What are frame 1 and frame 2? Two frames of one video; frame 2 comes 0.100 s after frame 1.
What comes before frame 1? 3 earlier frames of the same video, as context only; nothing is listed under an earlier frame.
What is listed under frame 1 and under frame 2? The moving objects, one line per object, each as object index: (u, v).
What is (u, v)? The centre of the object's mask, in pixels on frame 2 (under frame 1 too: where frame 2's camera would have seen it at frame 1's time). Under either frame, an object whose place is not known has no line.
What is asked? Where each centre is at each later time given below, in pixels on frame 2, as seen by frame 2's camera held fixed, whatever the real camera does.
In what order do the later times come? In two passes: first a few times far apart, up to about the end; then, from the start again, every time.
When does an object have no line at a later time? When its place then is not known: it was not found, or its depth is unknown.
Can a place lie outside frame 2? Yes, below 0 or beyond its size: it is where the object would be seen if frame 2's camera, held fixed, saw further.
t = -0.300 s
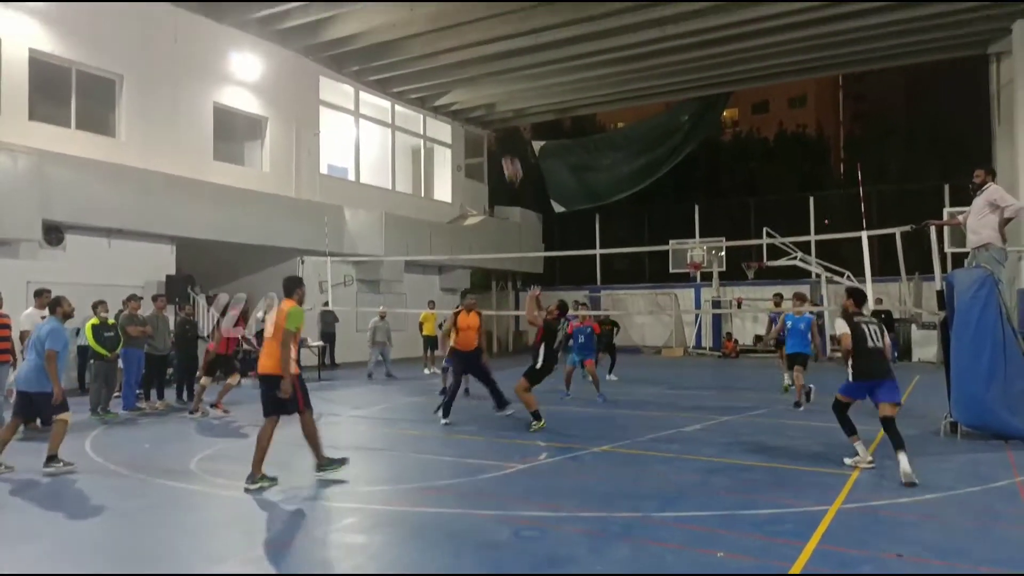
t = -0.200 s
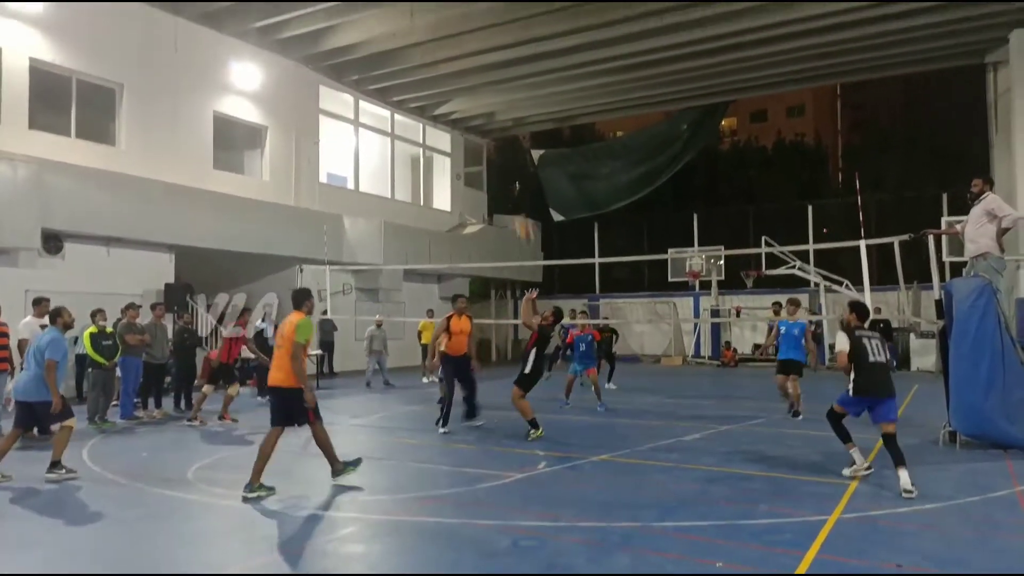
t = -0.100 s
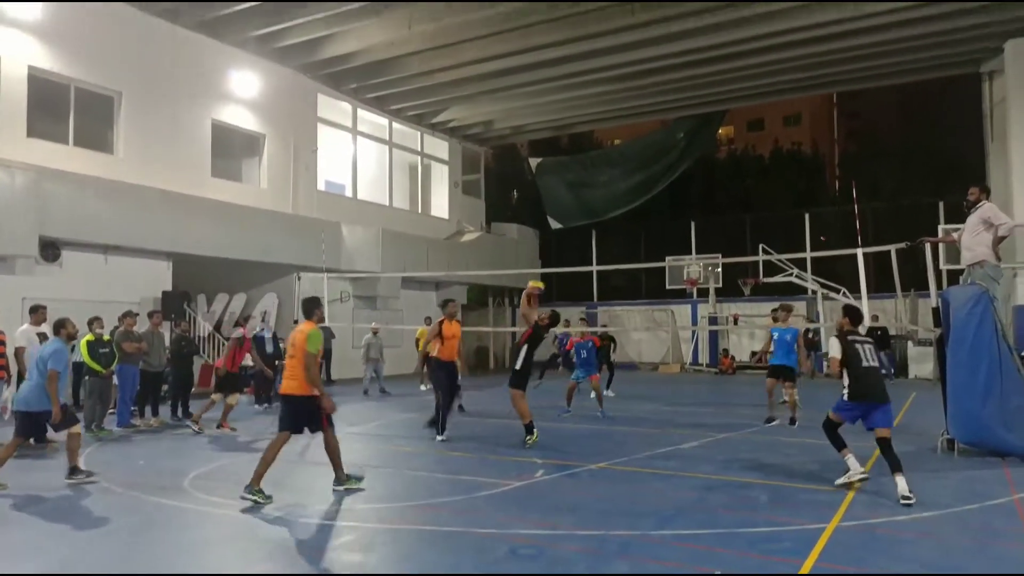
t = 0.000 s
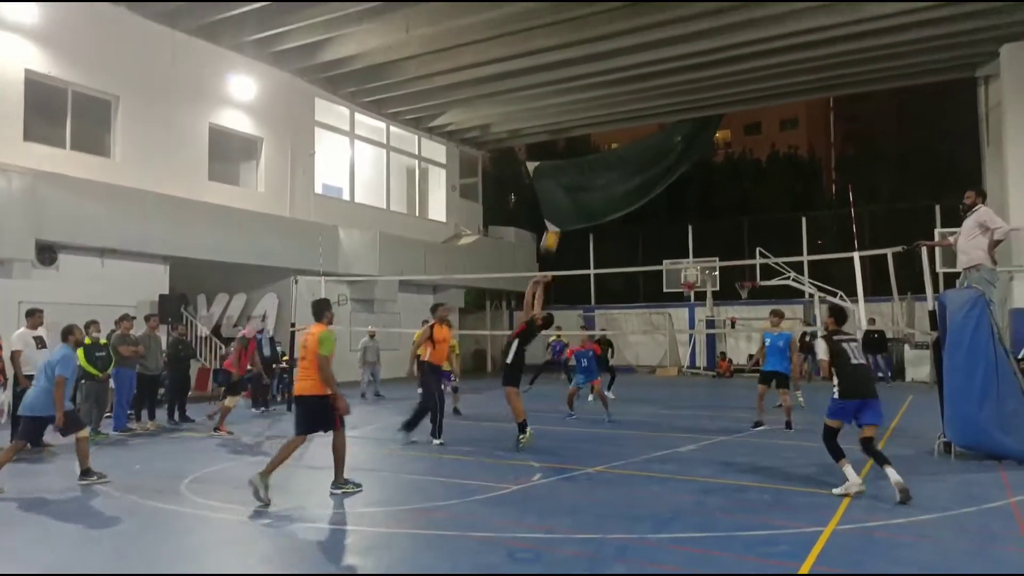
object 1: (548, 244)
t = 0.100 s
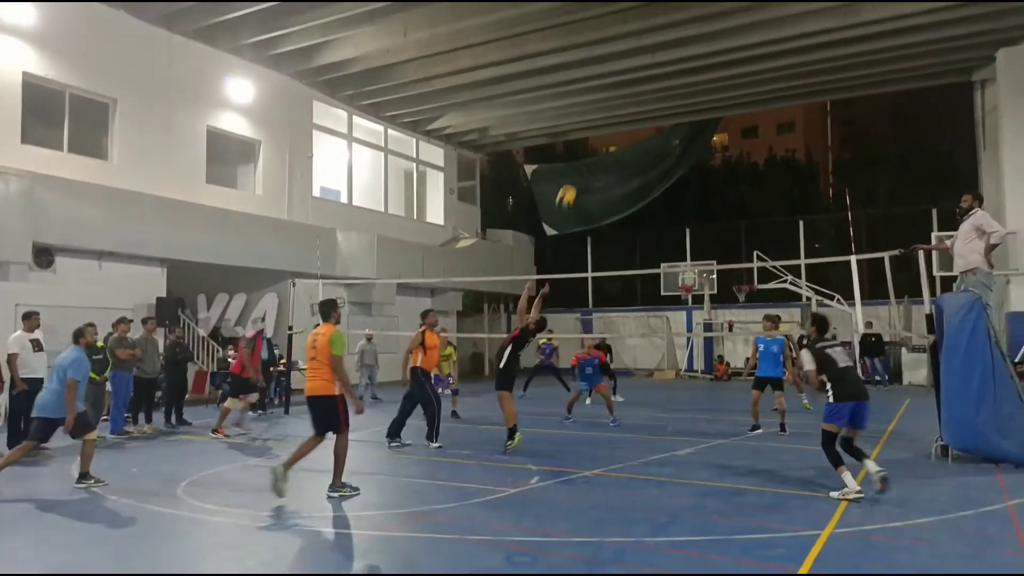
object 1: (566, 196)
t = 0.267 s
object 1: (595, 137)
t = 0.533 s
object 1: (645, 85)
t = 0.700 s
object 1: (677, 81)
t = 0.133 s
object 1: (572, 183)
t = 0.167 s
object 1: (578, 170)
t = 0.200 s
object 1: (583, 158)
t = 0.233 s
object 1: (589, 148)
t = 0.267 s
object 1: (595, 137)
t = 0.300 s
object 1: (602, 127)
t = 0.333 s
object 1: (608, 118)
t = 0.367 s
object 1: (614, 111)
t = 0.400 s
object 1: (619, 105)
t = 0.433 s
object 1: (626, 97)
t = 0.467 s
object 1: (632, 92)
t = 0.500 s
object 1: (639, 88)
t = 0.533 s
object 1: (645, 85)
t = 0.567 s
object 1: (651, 83)
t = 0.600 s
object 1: (658, 81)
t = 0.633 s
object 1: (664, 80)
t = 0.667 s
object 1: (670, 80)
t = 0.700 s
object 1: (677, 81)
